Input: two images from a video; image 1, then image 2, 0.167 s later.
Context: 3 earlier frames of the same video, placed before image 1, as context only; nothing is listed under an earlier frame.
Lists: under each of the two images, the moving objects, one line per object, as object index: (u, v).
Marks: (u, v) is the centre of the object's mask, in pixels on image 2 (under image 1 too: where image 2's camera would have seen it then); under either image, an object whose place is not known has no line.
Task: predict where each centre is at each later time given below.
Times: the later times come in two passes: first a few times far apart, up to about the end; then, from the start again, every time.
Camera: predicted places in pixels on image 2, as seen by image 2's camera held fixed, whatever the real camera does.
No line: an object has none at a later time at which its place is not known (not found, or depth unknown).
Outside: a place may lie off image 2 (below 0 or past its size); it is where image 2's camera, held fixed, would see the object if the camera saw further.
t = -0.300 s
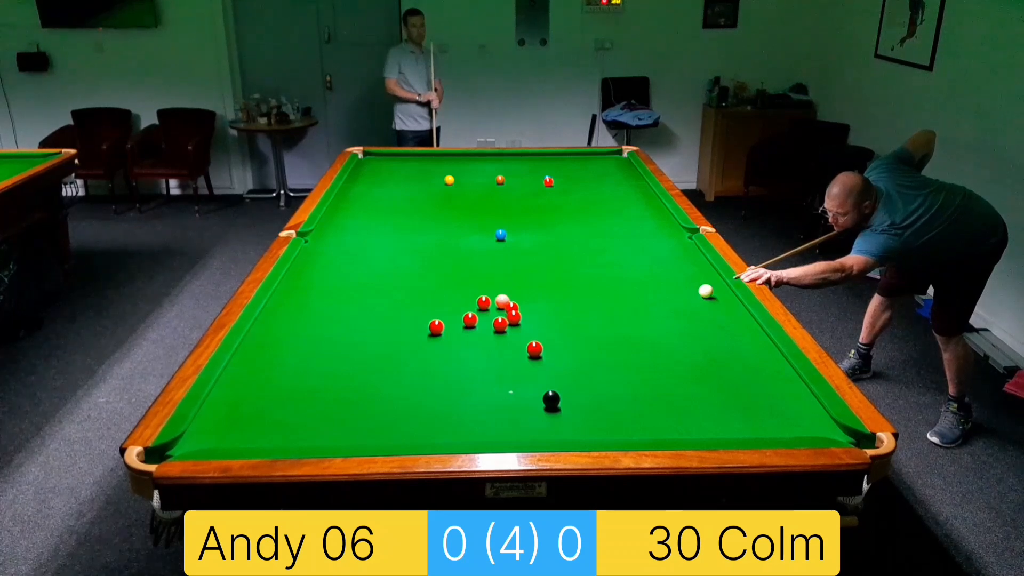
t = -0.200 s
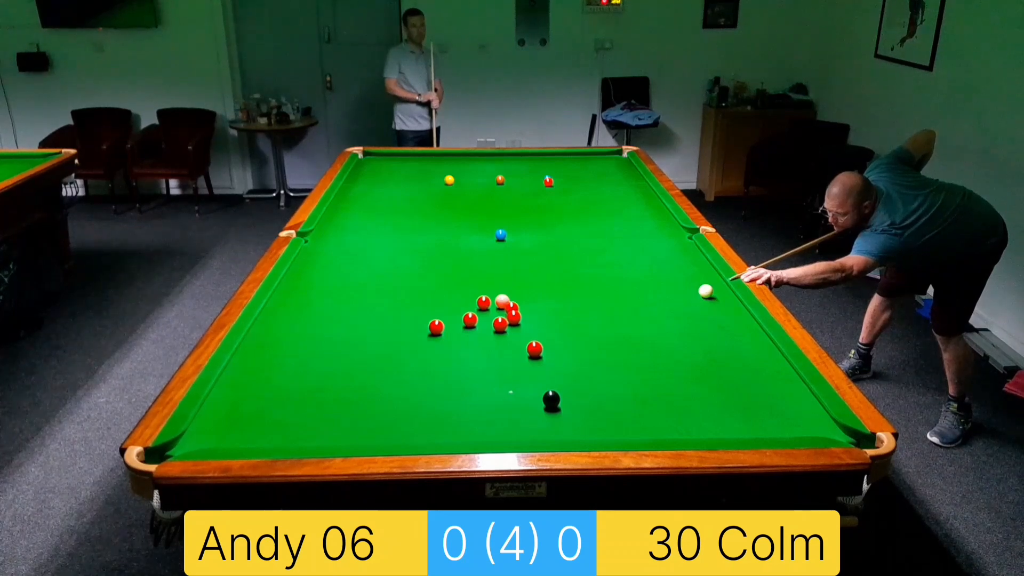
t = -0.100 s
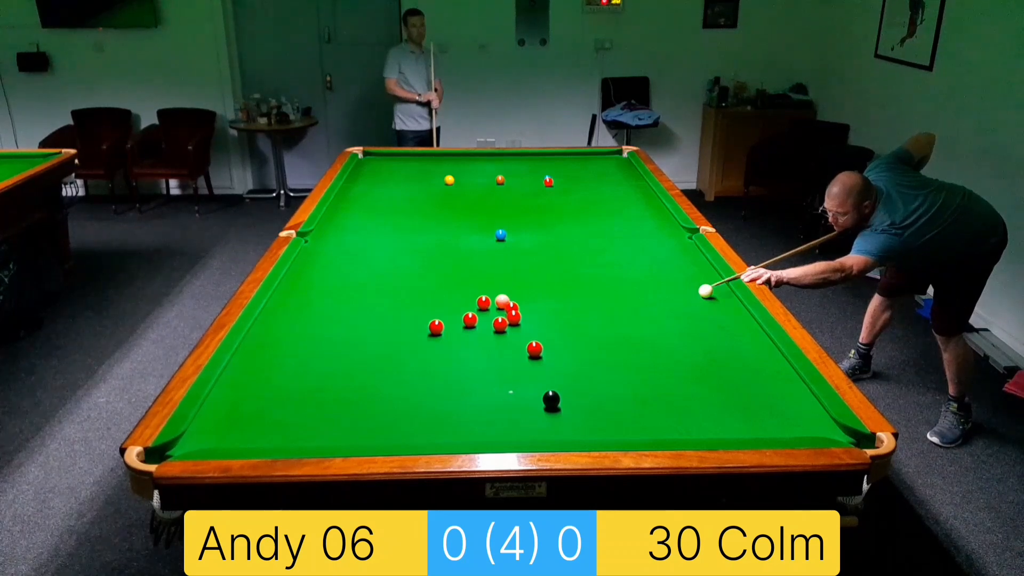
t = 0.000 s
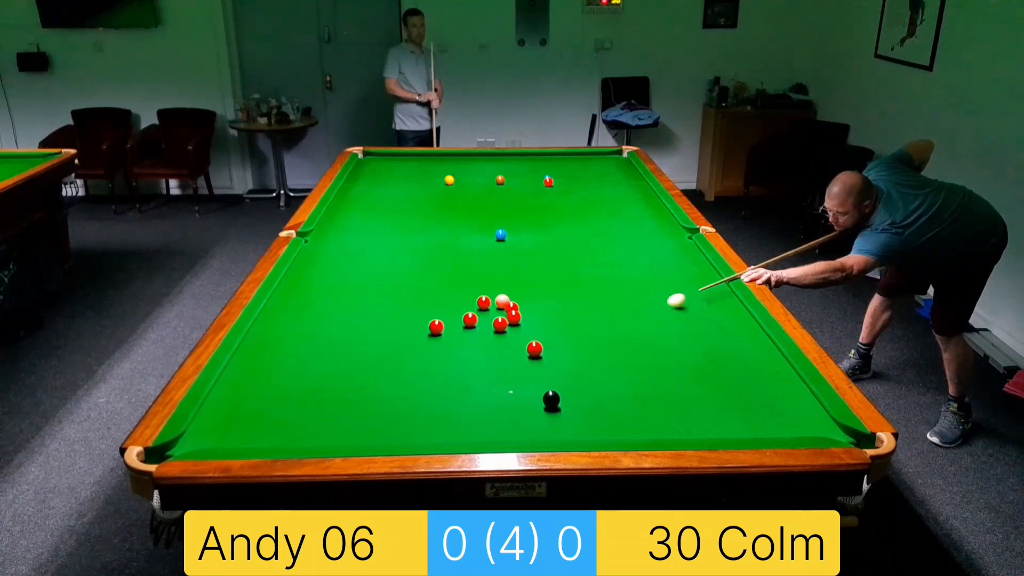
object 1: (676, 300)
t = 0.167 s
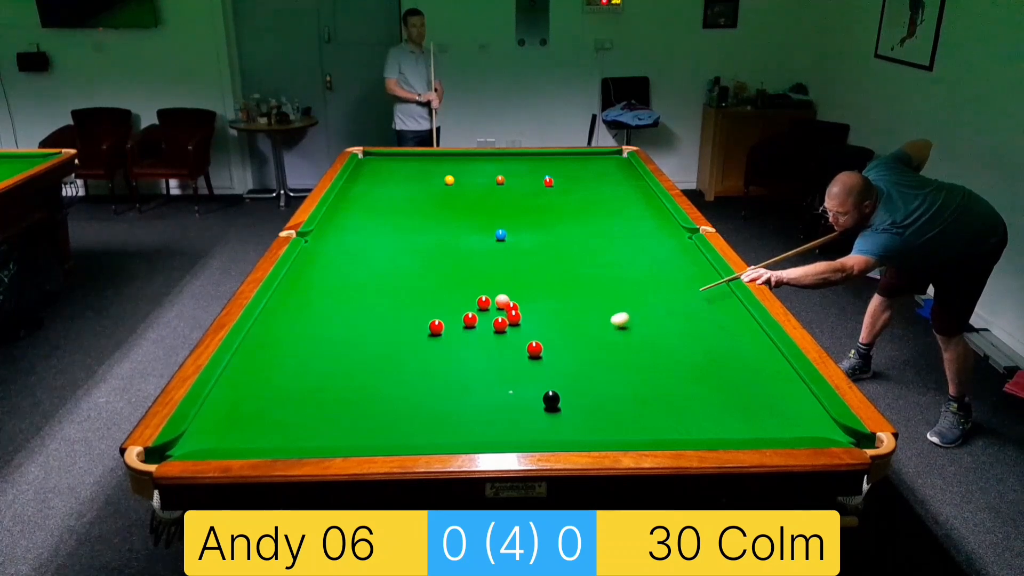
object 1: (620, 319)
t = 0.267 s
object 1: (584, 332)
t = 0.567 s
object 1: (540, 352)
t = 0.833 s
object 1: (518, 365)
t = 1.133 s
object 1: (493, 379)
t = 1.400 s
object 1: (470, 392)
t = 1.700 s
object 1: (445, 407)
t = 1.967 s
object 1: (423, 419)
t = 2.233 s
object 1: (402, 432)
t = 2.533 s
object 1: (382, 436)
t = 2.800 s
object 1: (371, 433)
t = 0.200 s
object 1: (608, 324)
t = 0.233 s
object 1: (596, 328)
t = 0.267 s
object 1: (584, 332)
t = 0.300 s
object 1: (571, 336)
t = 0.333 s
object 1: (558, 340)
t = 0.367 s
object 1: (548, 345)
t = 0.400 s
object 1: (548, 346)
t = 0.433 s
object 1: (547, 347)
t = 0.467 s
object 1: (547, 348)
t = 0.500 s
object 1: (545, 349)
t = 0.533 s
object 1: (543, 350)
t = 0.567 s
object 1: (540, 352)
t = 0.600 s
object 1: (537, 354)
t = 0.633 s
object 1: (535, 355)
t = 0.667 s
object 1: (532, 357)
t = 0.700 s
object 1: (529, 358)
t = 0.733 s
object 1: (526, 360)
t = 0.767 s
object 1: (524, 361)
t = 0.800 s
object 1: (521, 363)
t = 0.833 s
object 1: (518, 365)
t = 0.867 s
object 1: (515, 366)
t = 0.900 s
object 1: (512, 368)
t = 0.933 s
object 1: (510, 369)
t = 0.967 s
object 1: (507, 371)
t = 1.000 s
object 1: (504, 373)
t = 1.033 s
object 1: (501, 374)
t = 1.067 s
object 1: (498, 376)
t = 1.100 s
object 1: (496, 378)
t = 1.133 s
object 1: (493, 379)
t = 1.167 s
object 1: (490, 381)
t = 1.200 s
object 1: (487, 383)
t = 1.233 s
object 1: (484, 384)
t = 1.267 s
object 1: (481, 386)
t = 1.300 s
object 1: (479, 388)
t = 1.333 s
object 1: (476, 389)
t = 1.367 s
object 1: (473, 391)
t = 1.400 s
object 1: (470, 392)
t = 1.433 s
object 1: (467, 394)
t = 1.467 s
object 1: (465, 395)
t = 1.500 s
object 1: (462, 397)
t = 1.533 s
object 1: (459, 399)
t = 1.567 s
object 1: (456, 400)
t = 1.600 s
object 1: (454, 402)
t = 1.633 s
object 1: (451, 404)
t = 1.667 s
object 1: (448, 405)
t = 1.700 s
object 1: (445, 407)
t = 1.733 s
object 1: (442, 408)
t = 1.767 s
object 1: (440, 410)
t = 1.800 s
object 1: (437, 411)
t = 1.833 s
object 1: (434, 413)
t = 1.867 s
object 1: (431, 415)
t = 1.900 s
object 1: (429, 416)
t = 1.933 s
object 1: (426, 418)
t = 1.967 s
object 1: (423, 419)
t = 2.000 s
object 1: (421, 421)
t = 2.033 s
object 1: (418, 423)
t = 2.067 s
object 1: (415, 424)
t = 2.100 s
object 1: (412, 426)
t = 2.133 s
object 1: (410, 427)
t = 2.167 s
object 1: (407, 429)
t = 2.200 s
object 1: (404, 430)
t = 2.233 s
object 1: (402, 432)
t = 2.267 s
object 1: (399, 433)
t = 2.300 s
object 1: (396, 434)
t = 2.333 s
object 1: (394, 435)
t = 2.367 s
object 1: (391, 436)
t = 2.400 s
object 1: (389, 437)
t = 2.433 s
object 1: (386, 438)
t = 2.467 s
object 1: (385, 437)
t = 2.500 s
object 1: (383, 436)
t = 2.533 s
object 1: (382, 436)
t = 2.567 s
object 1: (380, 435)
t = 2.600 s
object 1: (379, 435)
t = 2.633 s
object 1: (377, 434)
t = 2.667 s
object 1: (376, 434)
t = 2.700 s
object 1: (375, 434)
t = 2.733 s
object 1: (373, 433)
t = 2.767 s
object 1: (372, 433)
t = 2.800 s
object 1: (371, 433)
